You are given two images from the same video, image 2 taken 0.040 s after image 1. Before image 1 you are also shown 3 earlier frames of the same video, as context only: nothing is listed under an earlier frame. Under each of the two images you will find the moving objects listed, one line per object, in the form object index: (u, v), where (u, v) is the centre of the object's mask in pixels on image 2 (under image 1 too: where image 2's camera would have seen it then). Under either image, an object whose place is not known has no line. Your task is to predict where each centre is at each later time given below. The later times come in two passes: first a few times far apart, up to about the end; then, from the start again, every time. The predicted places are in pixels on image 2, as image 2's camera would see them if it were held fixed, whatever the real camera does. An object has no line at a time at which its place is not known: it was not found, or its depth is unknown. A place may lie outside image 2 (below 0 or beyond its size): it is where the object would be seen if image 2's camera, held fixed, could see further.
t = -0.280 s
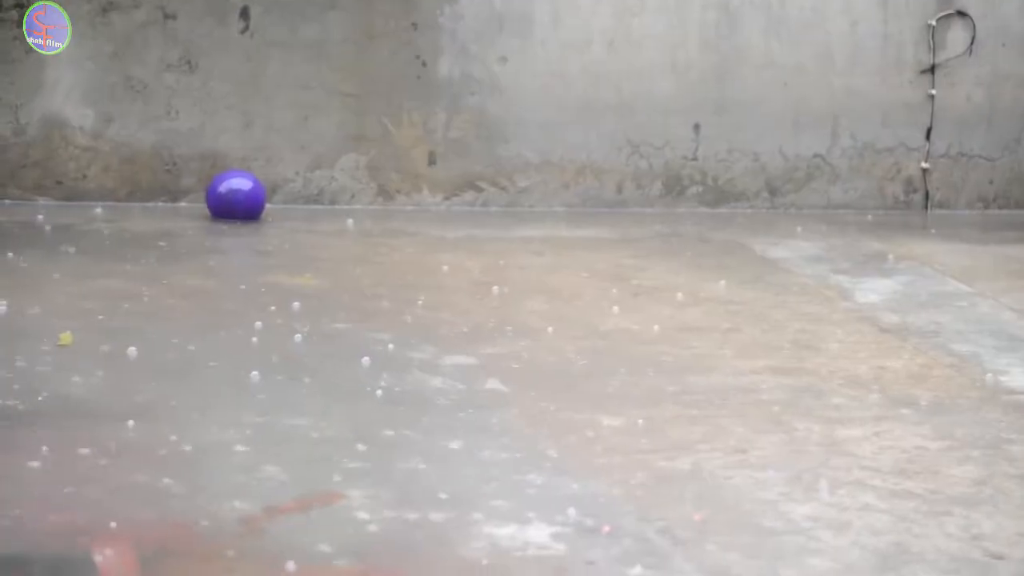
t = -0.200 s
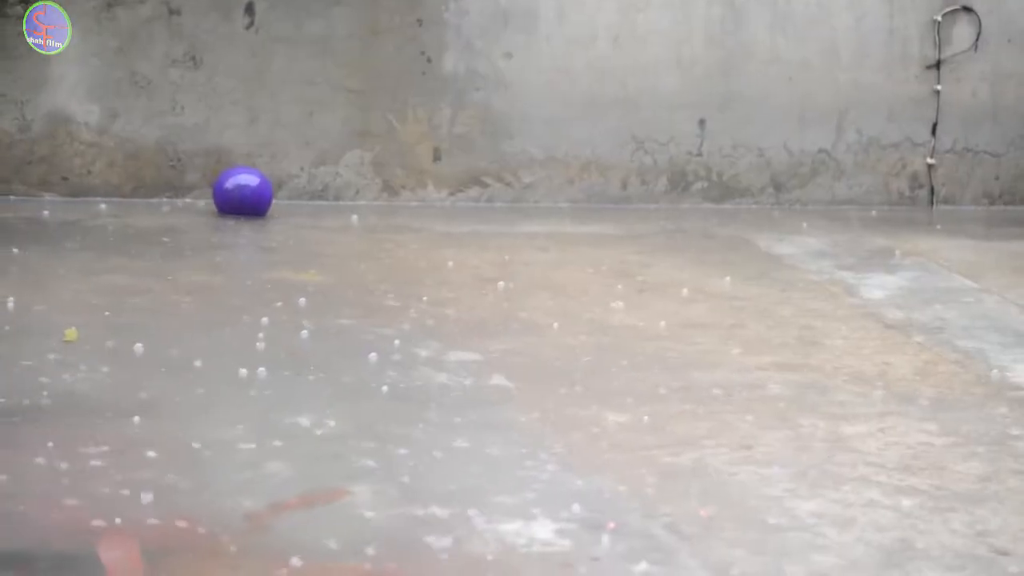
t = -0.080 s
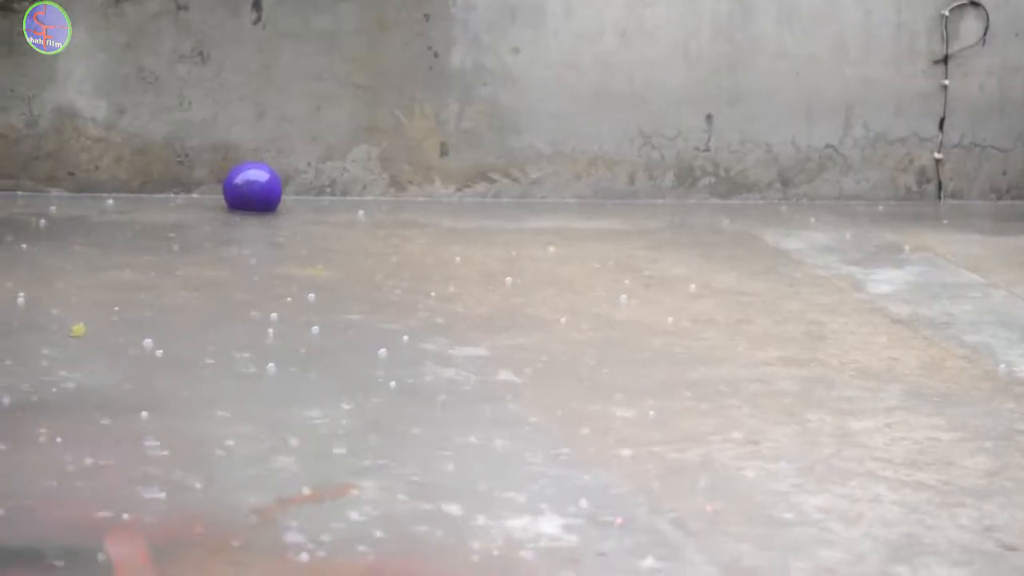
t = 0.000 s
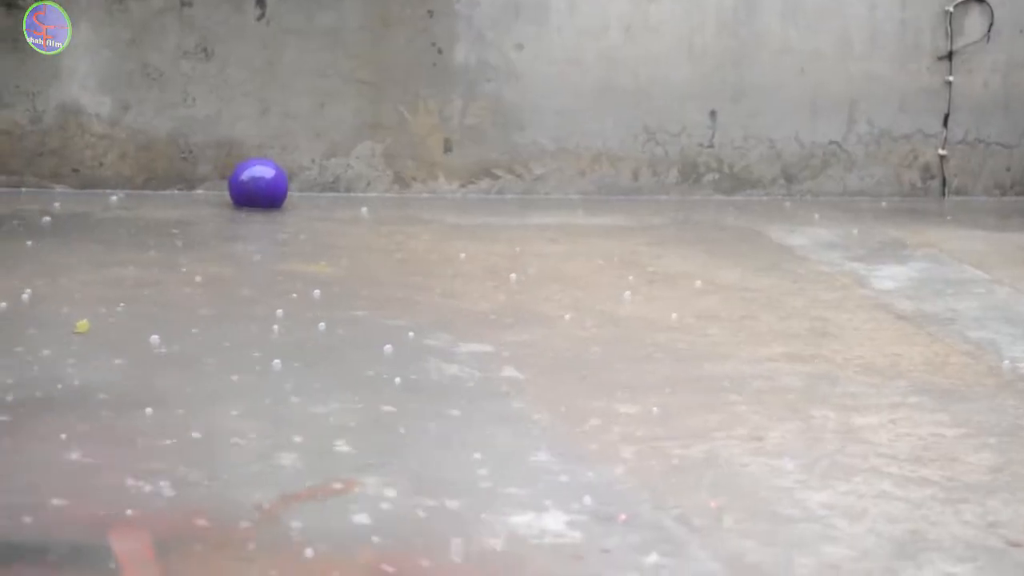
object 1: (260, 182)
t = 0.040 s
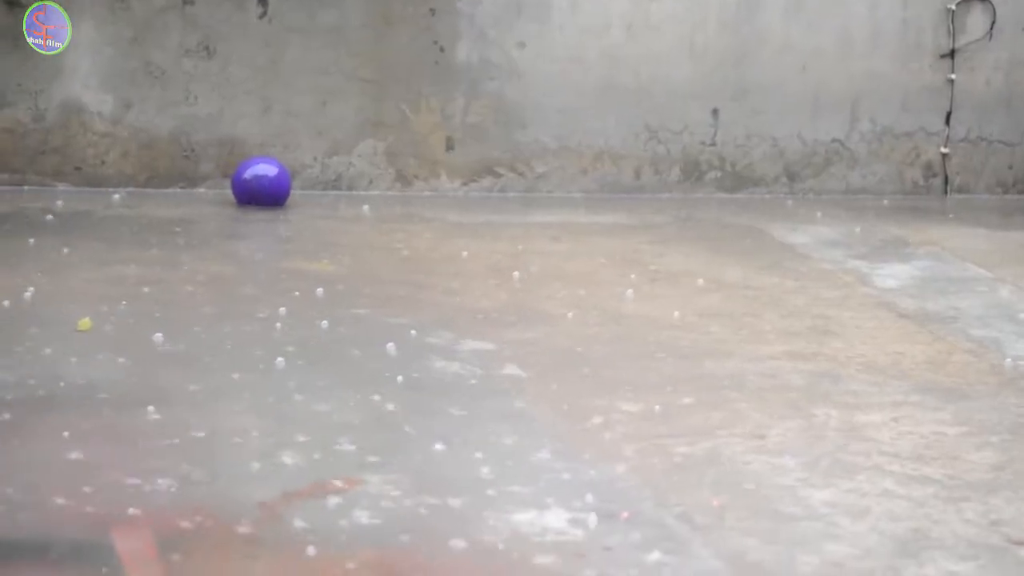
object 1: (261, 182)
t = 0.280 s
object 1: (266, 182)
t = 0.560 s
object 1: (271, 182)
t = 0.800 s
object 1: (275, 182)
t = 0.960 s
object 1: (278, 183)
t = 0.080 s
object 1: (262, 182)
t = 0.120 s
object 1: (262, 182)
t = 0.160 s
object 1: (263, 182)
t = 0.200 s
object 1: (264, 182)
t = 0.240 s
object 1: (265, 182)
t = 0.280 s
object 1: (266, 182)
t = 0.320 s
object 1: (267, 182)
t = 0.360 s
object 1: (268, 183)
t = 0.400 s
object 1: (268, 183)
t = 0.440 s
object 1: (269, 182)
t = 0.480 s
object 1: (270, 182)
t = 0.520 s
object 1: (270, 182)
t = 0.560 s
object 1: (271, 182)
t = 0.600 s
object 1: (272, 182)
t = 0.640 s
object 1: (273, 183)
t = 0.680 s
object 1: (274, 182)
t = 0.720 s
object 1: (274, 182)
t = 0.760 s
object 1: (275, 183)
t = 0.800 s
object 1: (275, 182)
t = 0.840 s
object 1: (276, 183)
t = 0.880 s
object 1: (277, 183)
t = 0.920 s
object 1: (278, 182)
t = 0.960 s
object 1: (278, 183)
